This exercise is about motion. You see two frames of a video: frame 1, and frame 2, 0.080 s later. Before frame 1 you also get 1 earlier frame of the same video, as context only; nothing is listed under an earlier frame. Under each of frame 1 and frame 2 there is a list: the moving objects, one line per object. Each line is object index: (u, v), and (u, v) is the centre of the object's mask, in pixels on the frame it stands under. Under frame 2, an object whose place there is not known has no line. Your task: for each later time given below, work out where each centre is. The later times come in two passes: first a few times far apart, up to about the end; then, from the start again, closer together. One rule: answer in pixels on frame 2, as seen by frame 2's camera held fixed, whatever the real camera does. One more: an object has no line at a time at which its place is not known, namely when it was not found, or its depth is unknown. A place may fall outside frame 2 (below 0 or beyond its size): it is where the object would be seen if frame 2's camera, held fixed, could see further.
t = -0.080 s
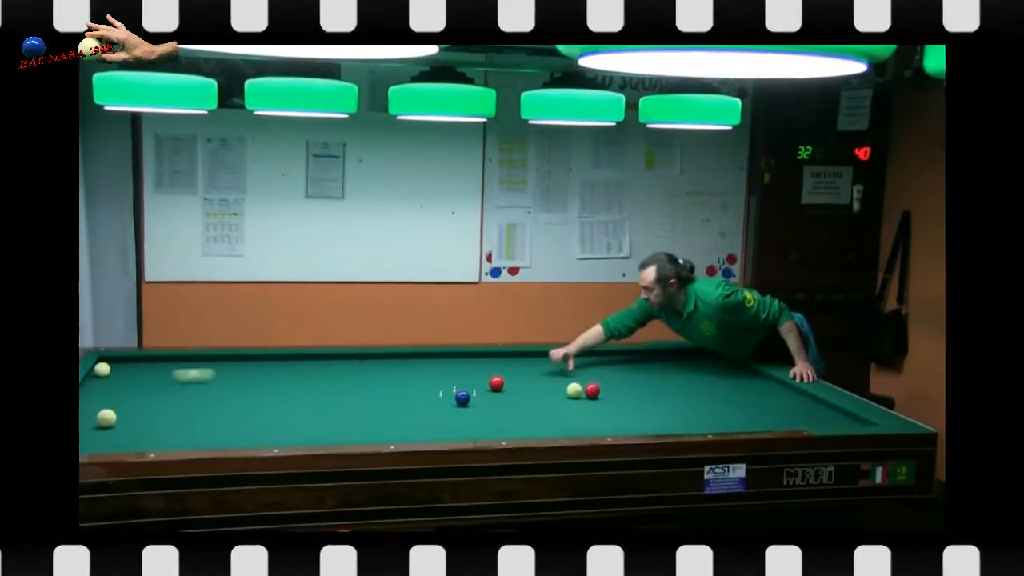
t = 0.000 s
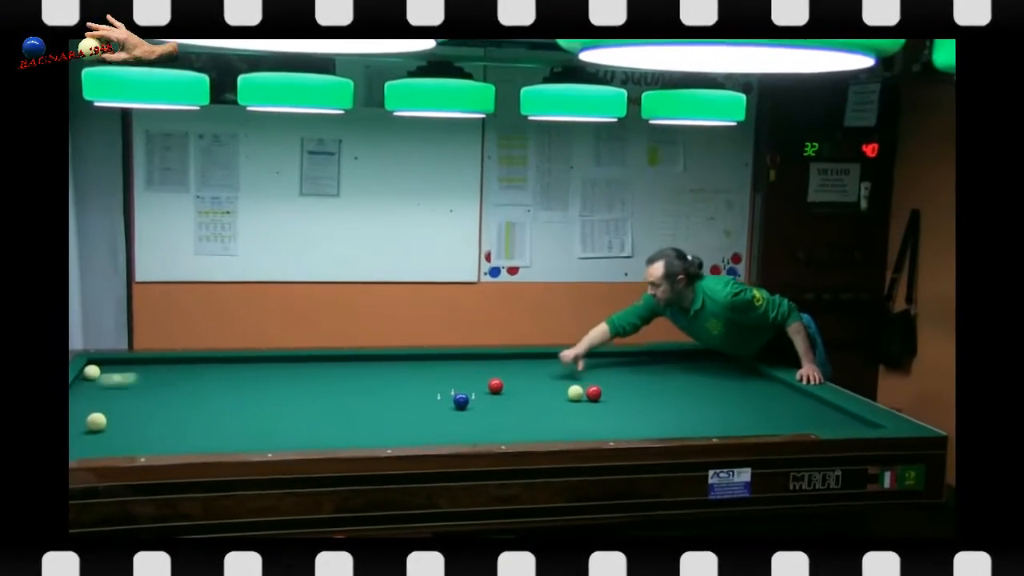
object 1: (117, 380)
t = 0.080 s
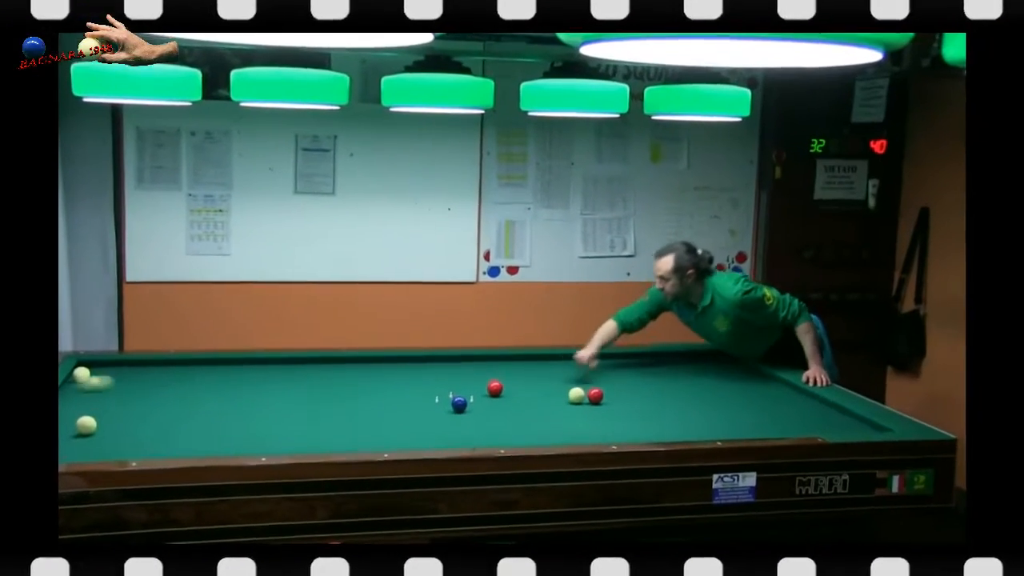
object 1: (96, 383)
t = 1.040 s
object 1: (581, 375)
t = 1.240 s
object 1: (661, 374)
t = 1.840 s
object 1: (676, 375)
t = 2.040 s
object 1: (634, 376)
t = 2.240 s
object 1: (593, 377)
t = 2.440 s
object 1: (551, 377)
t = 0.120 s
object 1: (123, 382)
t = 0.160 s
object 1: (150, 381)
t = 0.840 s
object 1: (500, 376)
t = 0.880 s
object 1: (516, 377)
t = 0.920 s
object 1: (533, 376)
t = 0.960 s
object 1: (549, 376)
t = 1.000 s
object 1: (566, 376)
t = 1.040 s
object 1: (581, 375)
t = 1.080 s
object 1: (598, 375)
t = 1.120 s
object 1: (614, 375)
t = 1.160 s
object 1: (630, 375)
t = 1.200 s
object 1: (645, 375)
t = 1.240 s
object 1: (661, 374)
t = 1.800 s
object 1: (686, 374)
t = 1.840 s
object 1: (676, 375)
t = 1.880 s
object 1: (667, 375)
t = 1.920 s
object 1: (658, 375)
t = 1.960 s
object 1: (651, 375)
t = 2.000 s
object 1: (642, 375)
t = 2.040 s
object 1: (634, 376)
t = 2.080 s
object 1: (626, 376)
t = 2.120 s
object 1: (617, 376)
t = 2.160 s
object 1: (610, 376)
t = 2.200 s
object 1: (601, 376)
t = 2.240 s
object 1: (593, 377)
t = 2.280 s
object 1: (585, 376)
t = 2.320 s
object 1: (576, 376)
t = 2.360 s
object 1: (568, 377)
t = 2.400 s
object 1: (560, 377)
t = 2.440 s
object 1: (551, 377)
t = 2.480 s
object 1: (543, 377)
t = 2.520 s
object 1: (535, 377)
